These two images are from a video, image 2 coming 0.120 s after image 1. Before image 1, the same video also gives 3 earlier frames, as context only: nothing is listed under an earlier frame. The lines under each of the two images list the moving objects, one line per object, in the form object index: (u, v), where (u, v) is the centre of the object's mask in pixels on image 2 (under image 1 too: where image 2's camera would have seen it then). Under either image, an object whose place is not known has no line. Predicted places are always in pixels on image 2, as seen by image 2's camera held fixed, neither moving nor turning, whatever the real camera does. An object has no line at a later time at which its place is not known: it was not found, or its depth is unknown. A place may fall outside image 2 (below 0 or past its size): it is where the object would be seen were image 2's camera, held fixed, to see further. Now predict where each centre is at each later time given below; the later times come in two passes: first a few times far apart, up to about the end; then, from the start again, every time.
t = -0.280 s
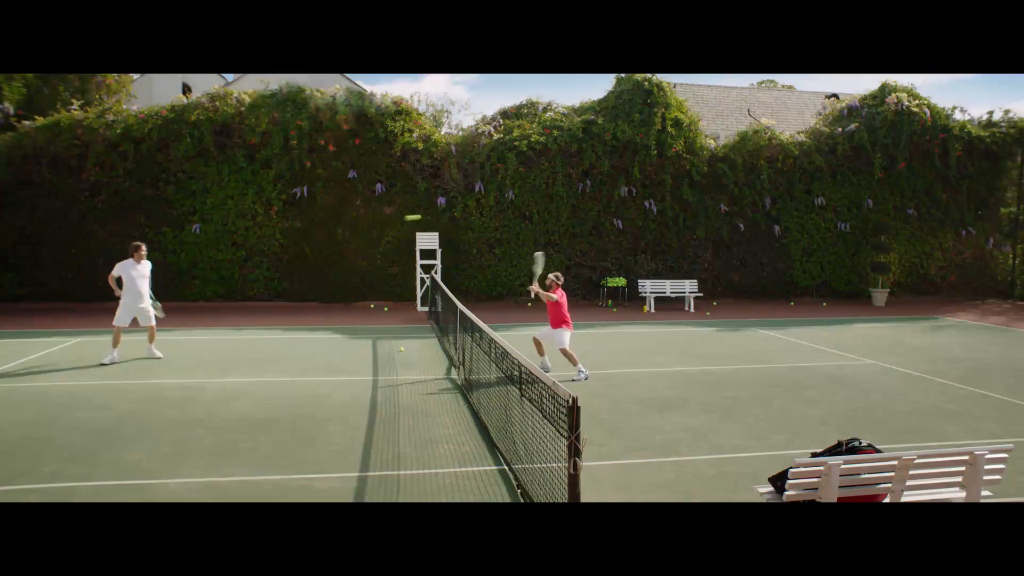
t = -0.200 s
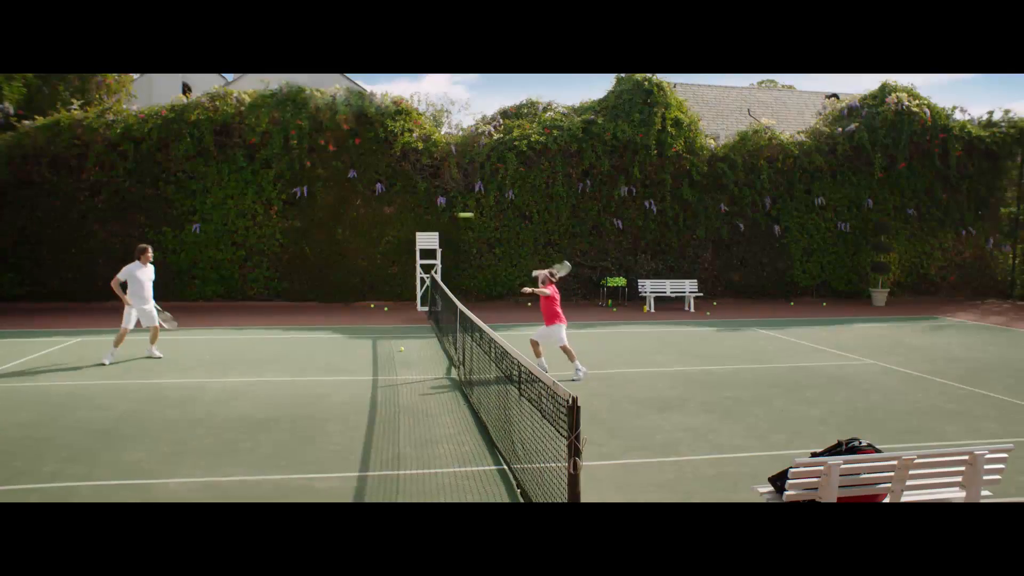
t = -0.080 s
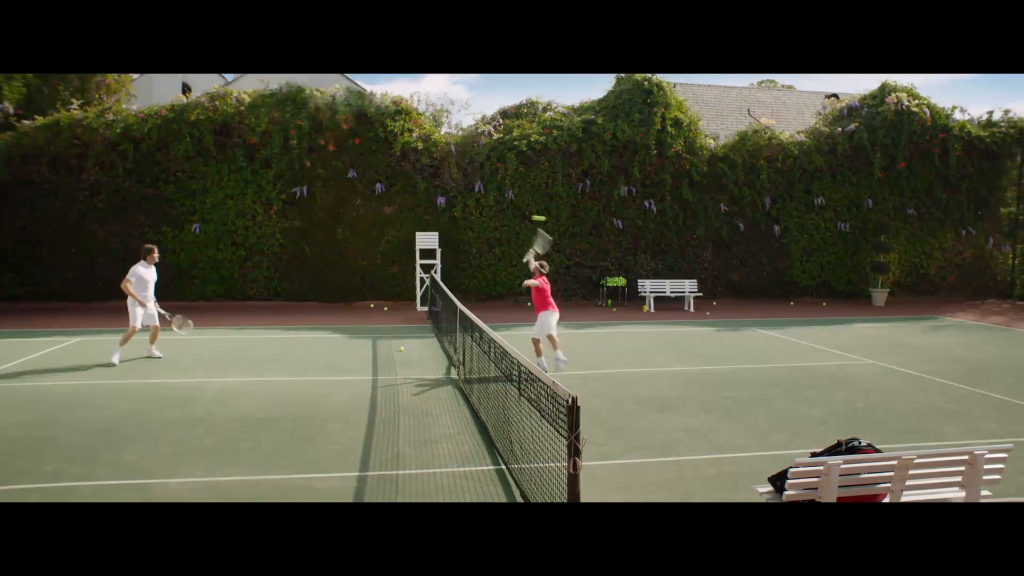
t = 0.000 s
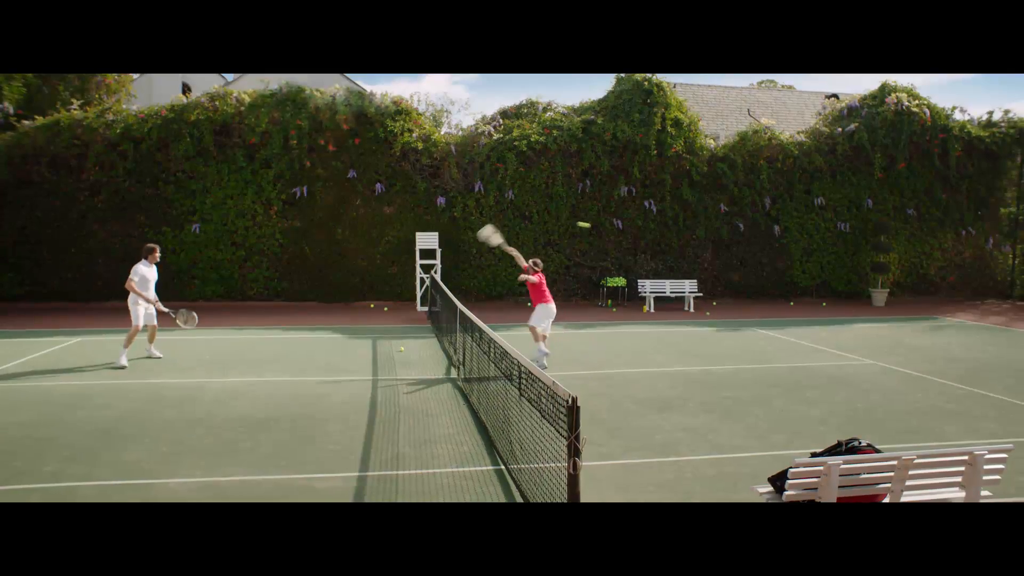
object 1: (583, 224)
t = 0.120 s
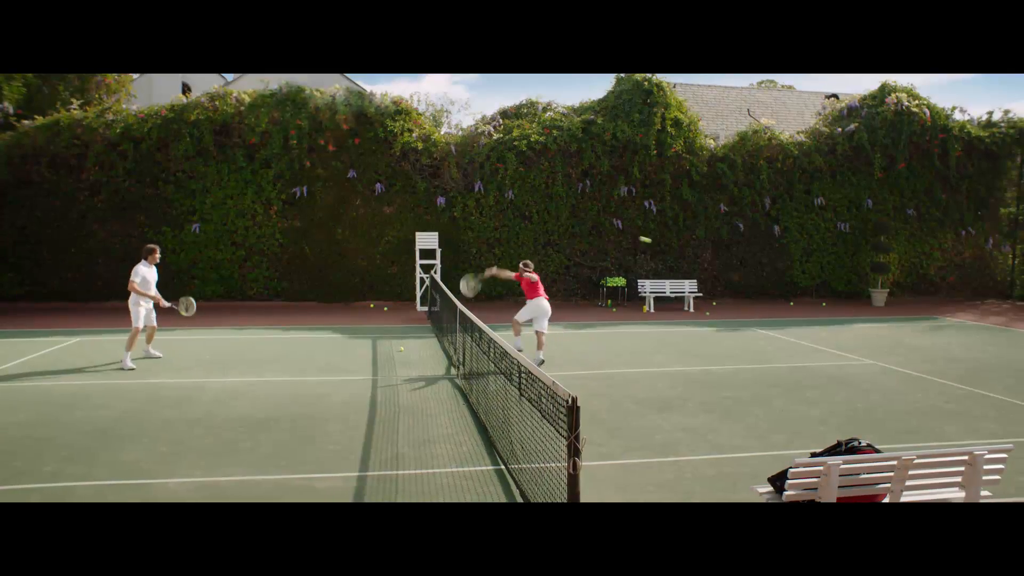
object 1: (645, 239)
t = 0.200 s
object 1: (682, 252)
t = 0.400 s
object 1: (766, 295)
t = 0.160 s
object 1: (663, 246)
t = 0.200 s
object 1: (682, 252)
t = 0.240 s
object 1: (700, 260)
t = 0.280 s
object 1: (717, 268)
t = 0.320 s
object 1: (734, 276)
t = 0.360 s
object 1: (750, 285)
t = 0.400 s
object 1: (766, 295)
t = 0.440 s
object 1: (781, 305)
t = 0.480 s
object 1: (795, 315)
